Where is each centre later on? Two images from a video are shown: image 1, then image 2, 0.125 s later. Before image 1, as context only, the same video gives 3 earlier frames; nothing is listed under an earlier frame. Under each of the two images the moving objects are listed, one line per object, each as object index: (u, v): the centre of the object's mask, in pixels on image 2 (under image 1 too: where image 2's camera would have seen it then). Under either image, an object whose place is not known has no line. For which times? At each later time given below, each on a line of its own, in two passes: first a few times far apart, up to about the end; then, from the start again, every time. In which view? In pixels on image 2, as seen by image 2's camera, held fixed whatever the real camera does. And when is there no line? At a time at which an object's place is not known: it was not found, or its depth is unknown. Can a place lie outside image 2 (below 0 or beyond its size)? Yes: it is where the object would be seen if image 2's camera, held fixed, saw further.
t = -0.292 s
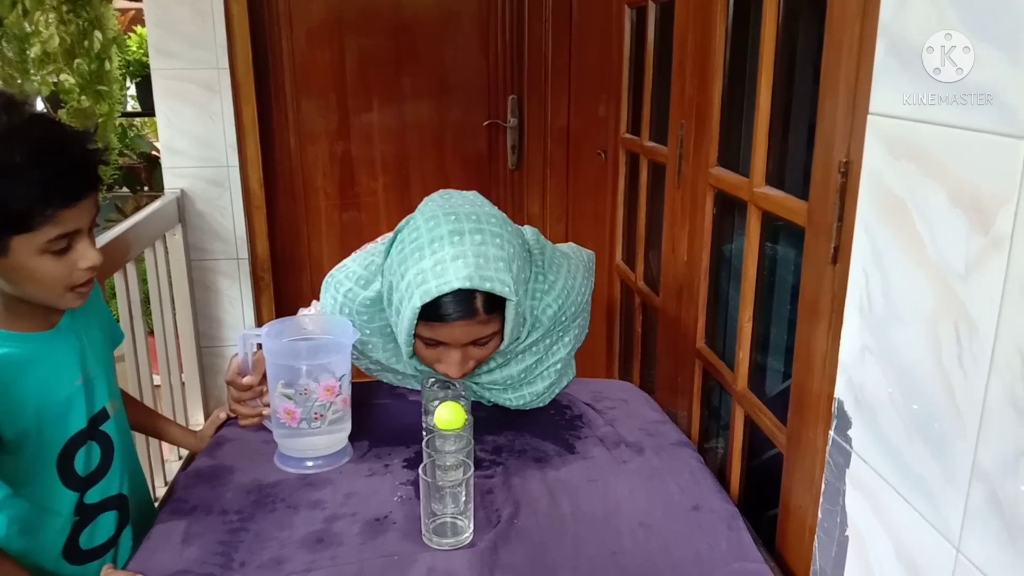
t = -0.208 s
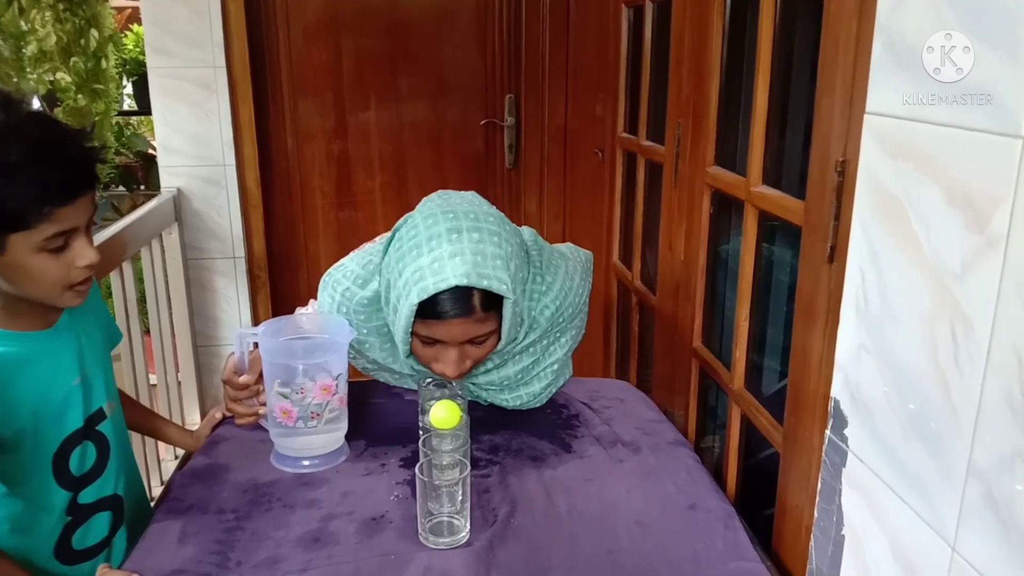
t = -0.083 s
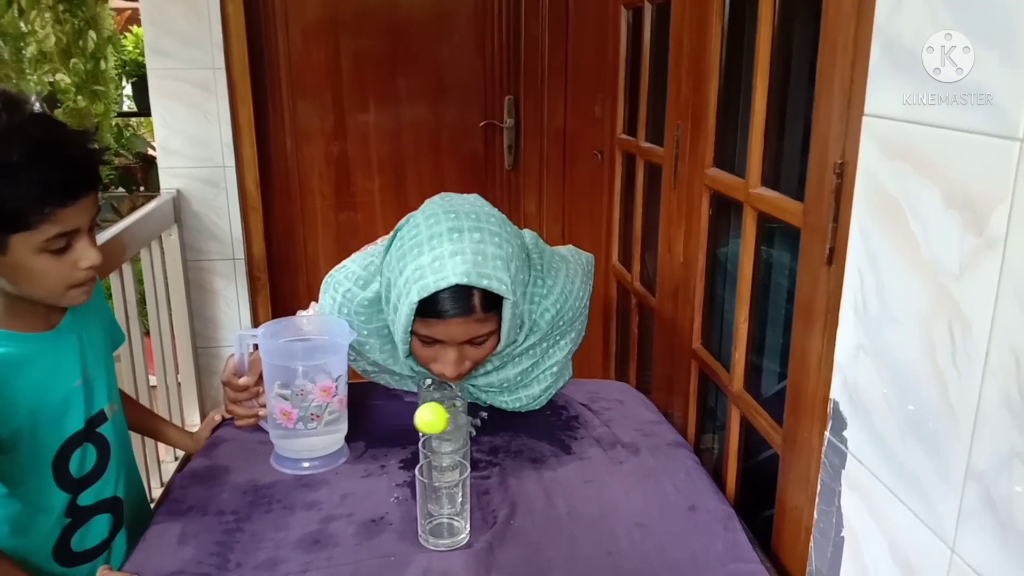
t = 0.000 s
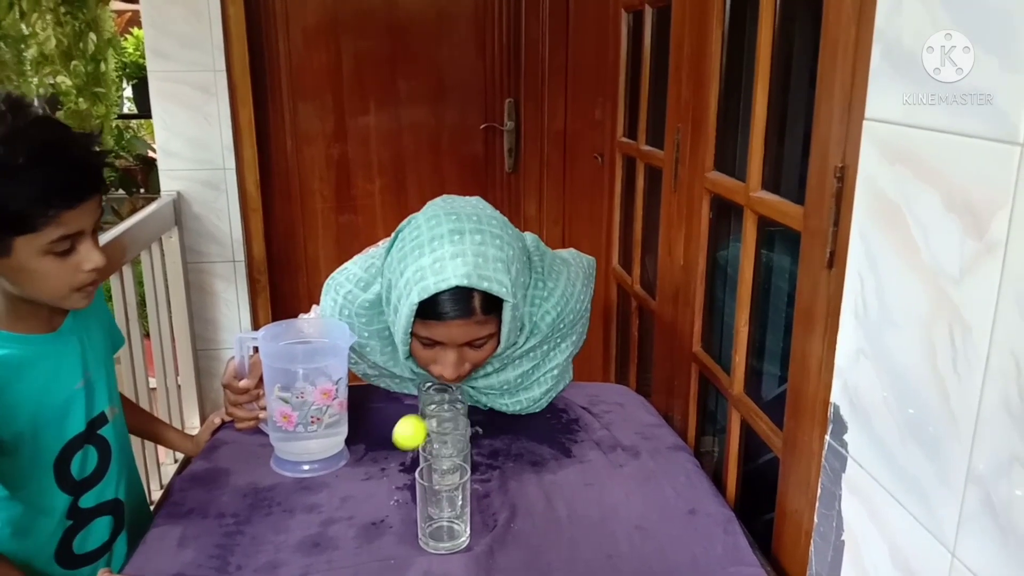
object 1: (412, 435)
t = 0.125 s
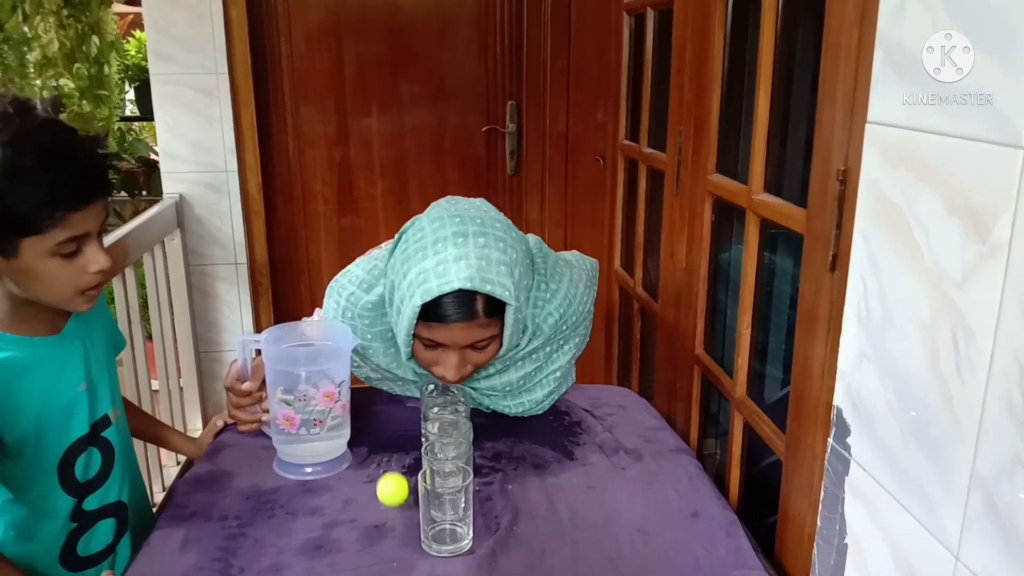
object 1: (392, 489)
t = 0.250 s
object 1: (378, 494)
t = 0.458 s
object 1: (365, 504)
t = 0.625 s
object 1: (361, 514)
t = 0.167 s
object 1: (388, 480)
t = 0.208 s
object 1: (381, 484)
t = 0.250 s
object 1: (378, 494)
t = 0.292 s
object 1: (375, 491)
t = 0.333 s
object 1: (372, 496)
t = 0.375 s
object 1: (368, 501)
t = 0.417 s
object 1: (366, 502)
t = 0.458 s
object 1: (365, 504)
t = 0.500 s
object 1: (364, 506)
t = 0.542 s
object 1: (362, 511)
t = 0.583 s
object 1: (362, 512)
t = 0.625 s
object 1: (361, 514)
